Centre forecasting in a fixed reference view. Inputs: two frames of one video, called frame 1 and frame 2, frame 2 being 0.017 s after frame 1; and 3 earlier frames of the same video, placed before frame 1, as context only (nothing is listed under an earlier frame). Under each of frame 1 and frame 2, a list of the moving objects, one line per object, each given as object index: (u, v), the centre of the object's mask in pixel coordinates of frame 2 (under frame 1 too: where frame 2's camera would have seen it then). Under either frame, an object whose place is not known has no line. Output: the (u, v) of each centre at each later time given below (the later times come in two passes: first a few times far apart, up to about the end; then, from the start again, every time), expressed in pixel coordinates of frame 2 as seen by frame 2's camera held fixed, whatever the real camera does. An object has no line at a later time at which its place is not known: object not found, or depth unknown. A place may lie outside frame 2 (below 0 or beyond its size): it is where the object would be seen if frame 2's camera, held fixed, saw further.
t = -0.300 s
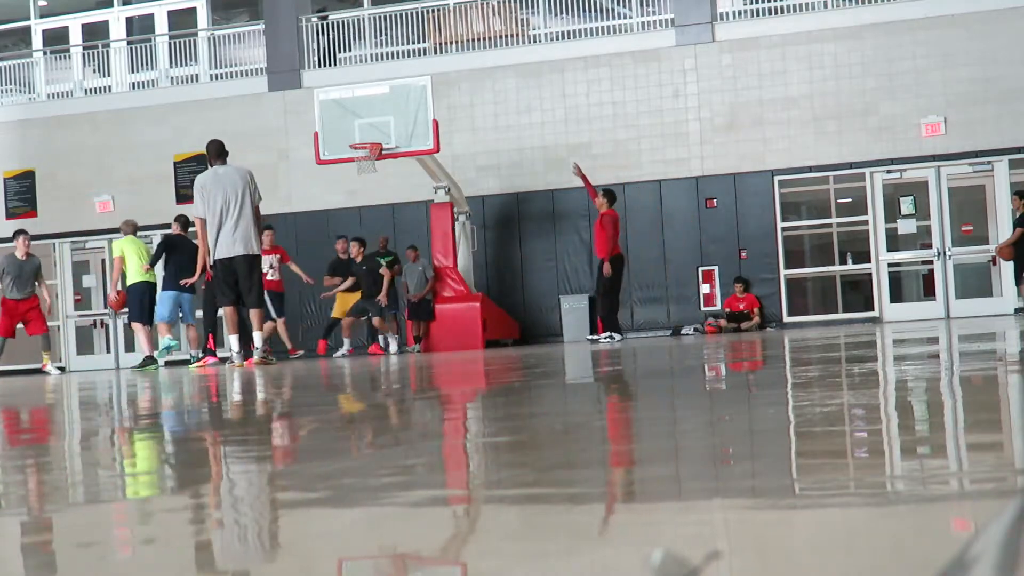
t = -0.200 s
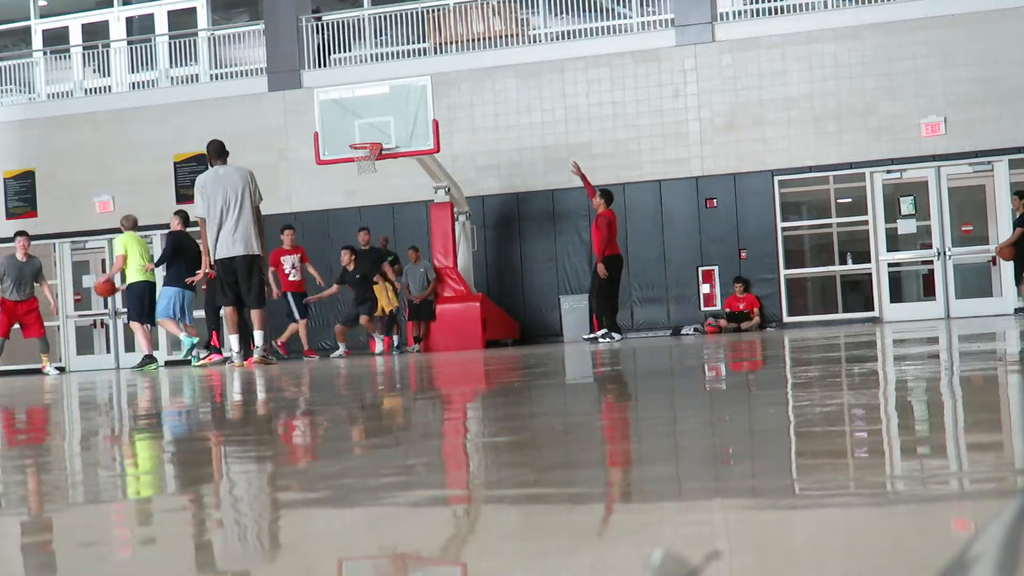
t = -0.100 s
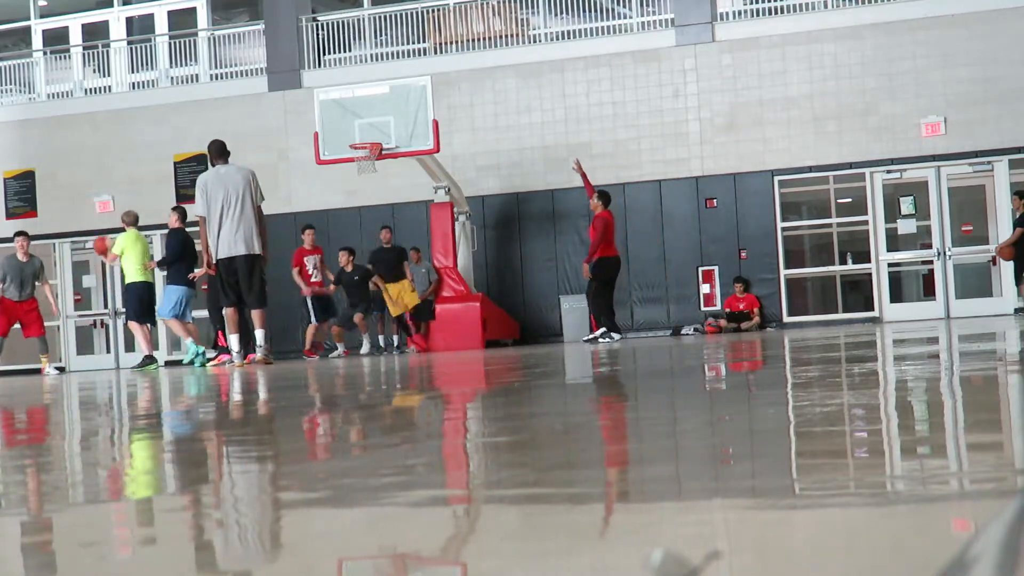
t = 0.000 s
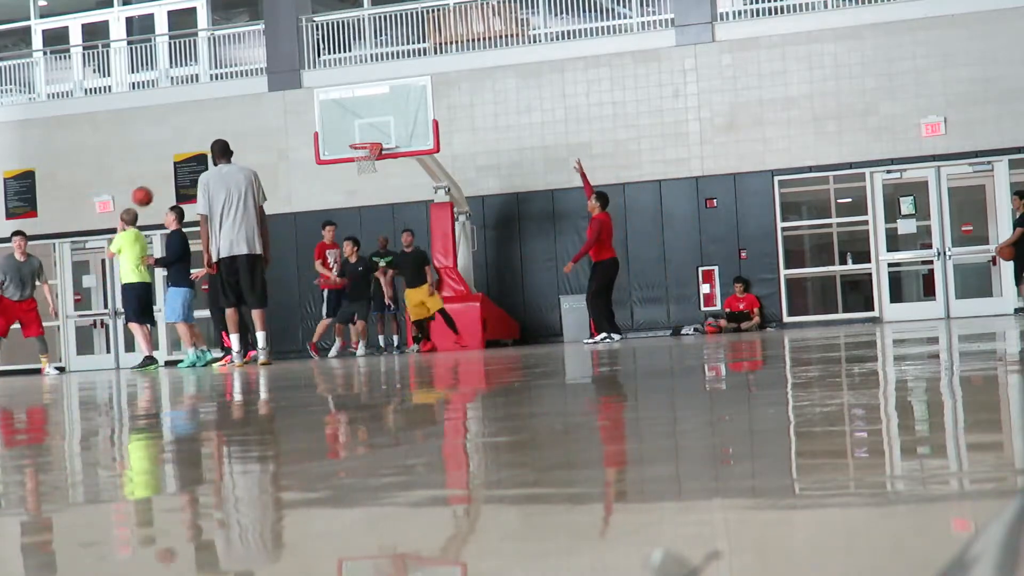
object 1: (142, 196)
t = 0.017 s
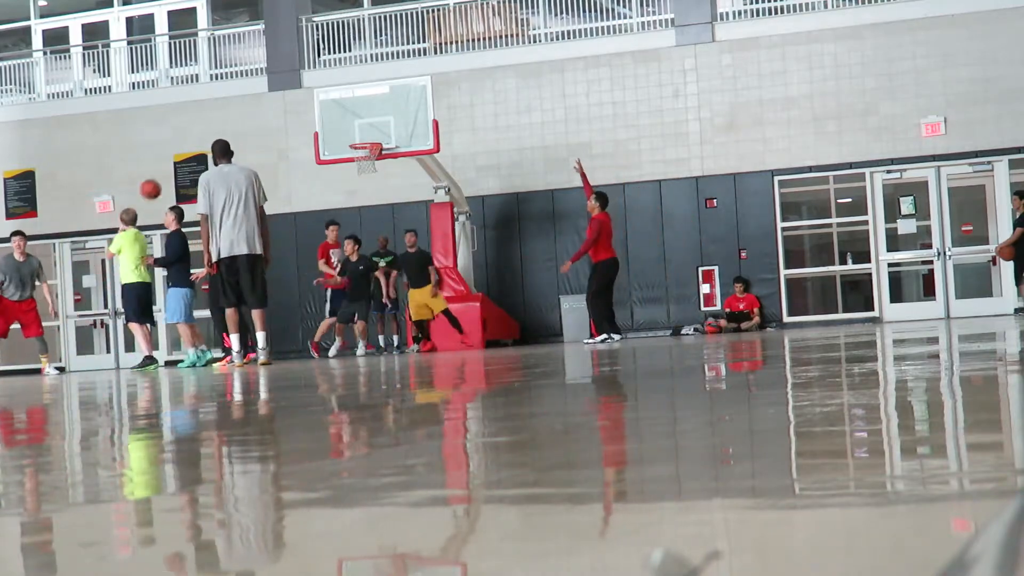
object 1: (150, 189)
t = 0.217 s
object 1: (250, 122)
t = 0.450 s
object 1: (369, 86)
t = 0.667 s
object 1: (483, 94)
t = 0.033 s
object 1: (158, 182)
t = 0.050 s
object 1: (166, 176)
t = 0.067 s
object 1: (175, 169)
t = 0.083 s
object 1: (183, 163)
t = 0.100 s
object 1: (192, 157)
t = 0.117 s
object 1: (200, 152)
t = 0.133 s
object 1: (208, 146)
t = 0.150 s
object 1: (215, 140)
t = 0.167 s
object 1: (225, 134)
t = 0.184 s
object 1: (233, 131)
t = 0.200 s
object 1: (242, 126)
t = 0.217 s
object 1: (250, 122)
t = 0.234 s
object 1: (258, 118)
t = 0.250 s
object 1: (267, 114)
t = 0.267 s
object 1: (275, 110)
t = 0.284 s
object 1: (284, 107)
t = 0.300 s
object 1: (292, 104)
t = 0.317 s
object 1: (301, 101)
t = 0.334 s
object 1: (309, 98)
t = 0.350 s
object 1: (317, 96)
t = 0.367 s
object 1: (326, 94)
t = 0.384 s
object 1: (335, 92)
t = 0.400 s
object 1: (343, 90)
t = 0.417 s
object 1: (352, 88)
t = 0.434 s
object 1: (361, 87)
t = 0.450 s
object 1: (369, 86)
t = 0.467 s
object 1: (378, 85)
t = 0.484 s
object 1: (386, 85)
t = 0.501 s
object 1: (395, 84)
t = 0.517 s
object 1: (403, 84)
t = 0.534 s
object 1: (412, 84)
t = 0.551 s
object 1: (421, 85)
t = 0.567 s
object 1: (430, 85)
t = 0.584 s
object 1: (439, 86)
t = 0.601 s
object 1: (447, 87)
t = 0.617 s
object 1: (456, 89)
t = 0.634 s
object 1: (465, 90)
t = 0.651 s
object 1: (474, 92)
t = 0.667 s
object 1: (483, 94)
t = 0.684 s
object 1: (491, 96)
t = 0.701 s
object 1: (500, 99)
